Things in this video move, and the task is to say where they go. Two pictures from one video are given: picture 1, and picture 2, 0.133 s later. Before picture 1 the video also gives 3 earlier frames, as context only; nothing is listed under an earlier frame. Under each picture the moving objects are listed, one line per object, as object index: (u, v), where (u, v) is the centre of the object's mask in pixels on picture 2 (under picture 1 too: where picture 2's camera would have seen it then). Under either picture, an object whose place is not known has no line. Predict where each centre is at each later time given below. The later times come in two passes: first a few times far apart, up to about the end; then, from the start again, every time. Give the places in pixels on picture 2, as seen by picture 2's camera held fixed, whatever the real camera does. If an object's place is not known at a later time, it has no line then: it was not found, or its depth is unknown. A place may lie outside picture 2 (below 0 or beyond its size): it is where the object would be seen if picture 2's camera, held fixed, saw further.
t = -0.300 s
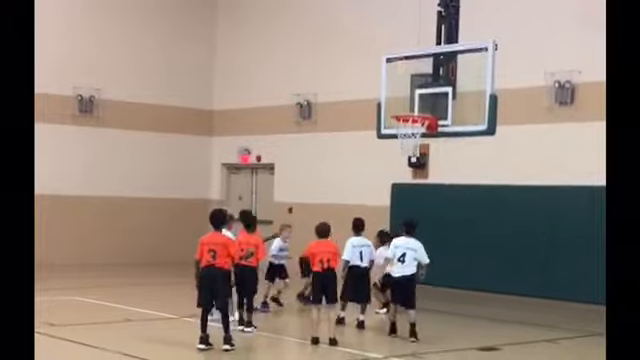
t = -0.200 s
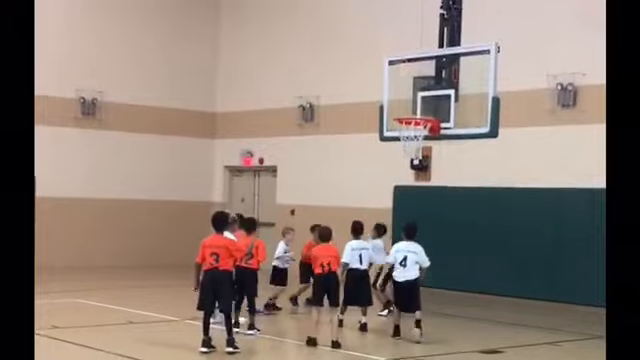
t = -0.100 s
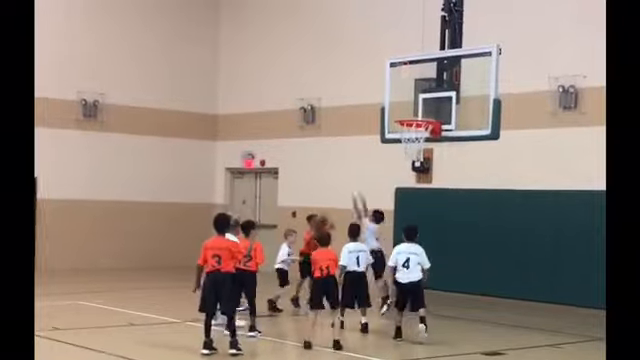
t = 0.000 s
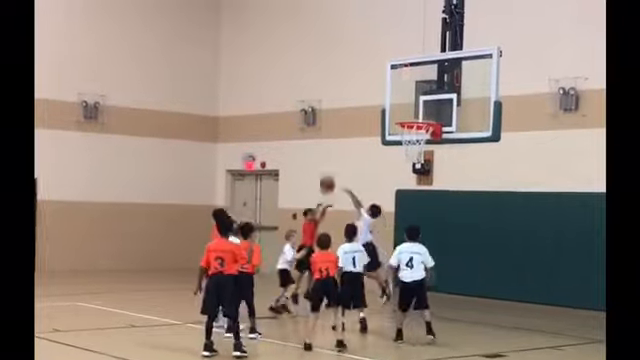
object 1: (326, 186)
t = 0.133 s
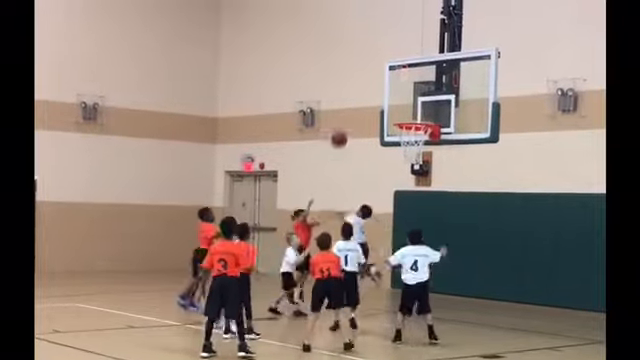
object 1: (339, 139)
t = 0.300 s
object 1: (355, 96)
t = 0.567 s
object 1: (379, 69)
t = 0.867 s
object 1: (406, 103)
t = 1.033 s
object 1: (417, 142)
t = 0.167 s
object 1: (342, 129)
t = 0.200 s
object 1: (345, 120)
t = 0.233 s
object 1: (348, 111)
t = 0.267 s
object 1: (351, 104)
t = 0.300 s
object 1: (355, 96)
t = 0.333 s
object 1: (357, 90)
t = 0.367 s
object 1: (361, 85)
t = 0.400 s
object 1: (363, 80)
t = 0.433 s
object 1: (366, 77)
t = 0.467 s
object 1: (370, 74)
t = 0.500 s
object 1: (373, 71)
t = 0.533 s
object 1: (376, 70)
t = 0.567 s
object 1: (379, 69)
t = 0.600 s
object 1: (382, 69)
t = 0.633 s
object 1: (385, 71)
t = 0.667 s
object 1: (388, 73)
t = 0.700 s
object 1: (391, 76)
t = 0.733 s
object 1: (394, 79)
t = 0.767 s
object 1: (397, 84)
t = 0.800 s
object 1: (400, 90)
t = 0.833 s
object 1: (403, 96)
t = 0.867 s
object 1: (406, 103)
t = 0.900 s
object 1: (411, 111)
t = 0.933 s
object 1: (413, 120)
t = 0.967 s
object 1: (416, 131)
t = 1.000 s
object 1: (415, 135)
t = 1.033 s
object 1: (417, 142)
